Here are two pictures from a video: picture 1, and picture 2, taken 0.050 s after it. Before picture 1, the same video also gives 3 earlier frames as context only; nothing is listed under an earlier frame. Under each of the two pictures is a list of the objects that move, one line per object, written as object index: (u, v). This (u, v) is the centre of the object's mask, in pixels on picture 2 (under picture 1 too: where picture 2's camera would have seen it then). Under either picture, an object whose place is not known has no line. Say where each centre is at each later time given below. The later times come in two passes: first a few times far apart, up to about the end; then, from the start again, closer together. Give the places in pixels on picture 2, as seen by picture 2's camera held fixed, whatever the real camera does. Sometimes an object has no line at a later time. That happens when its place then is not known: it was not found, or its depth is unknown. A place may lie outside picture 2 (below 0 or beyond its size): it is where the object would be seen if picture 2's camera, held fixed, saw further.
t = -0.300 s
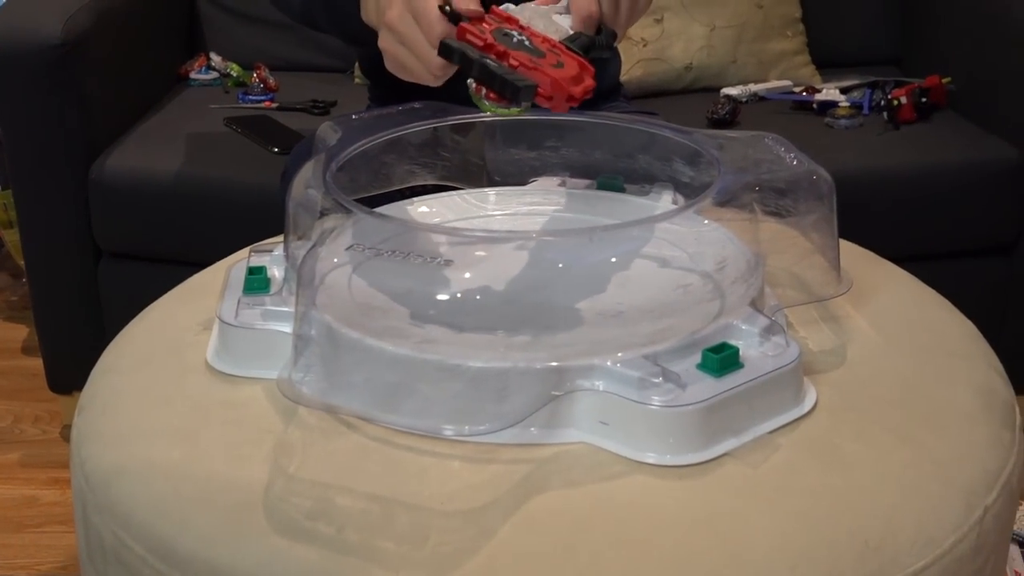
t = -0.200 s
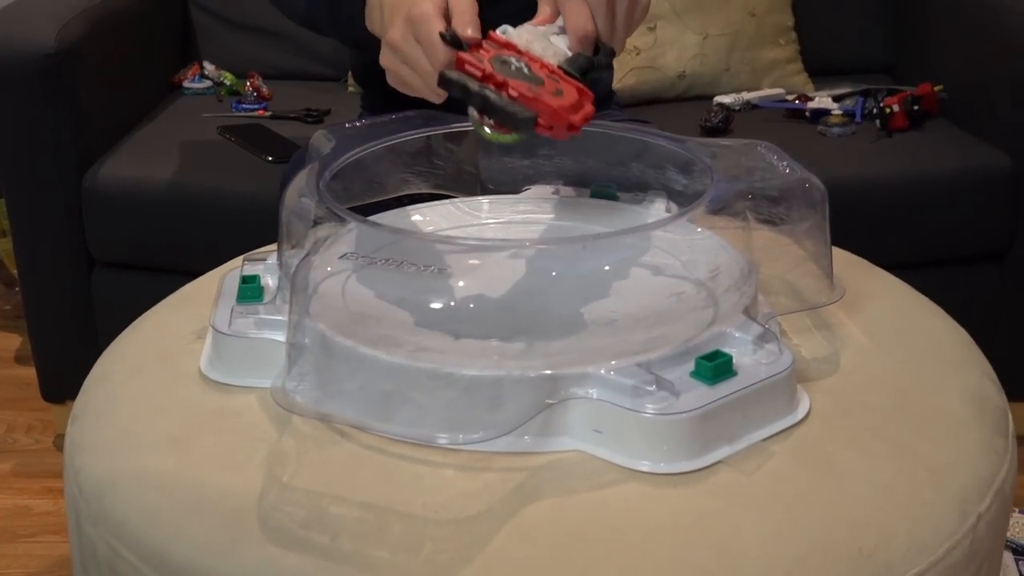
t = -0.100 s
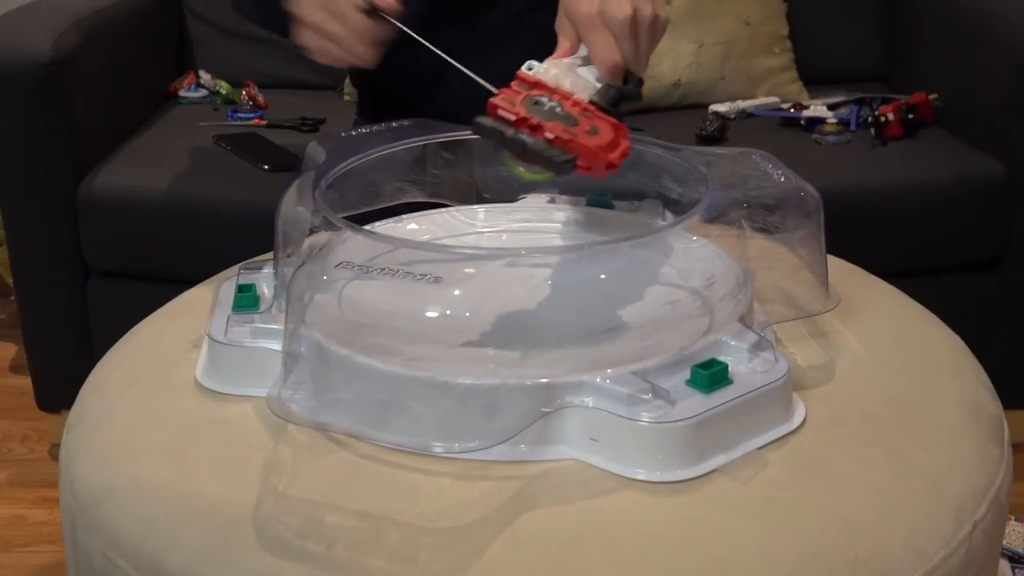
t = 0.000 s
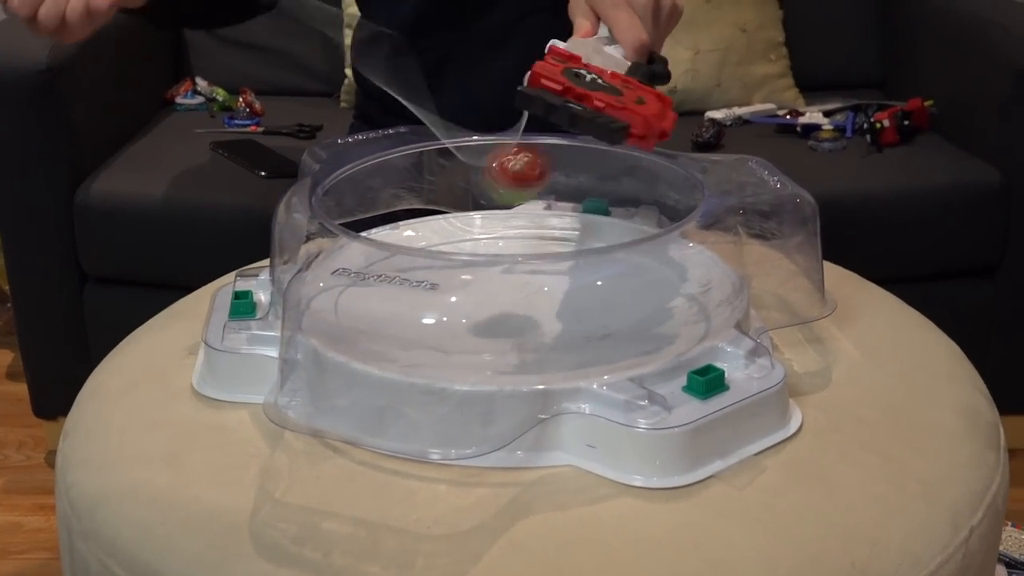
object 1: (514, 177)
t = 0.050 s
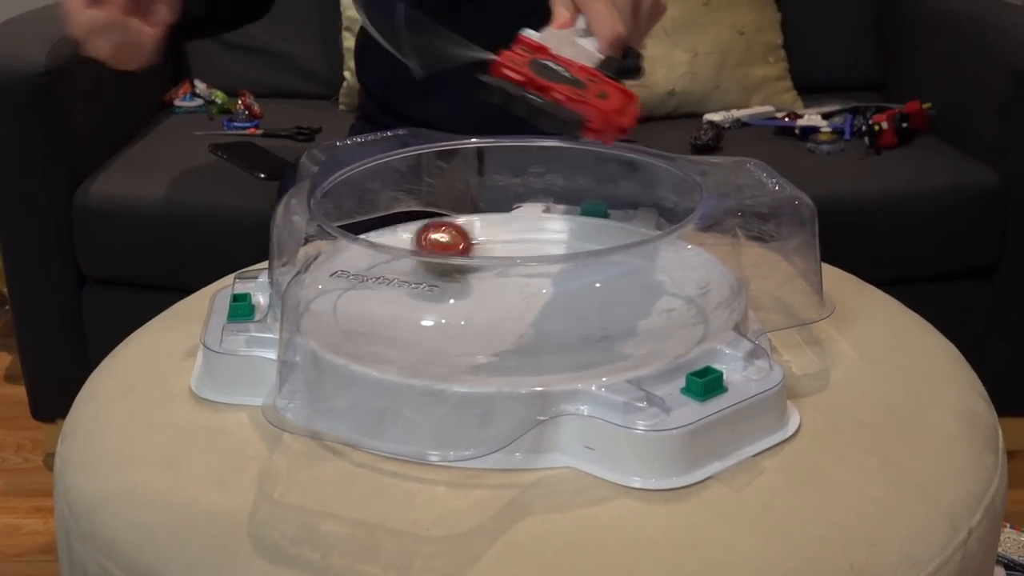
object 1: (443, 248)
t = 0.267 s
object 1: (355, 248)
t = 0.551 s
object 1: (488, 325)
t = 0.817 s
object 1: (570, 331)
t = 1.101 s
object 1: (447, 307)
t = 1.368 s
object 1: (352, 274)
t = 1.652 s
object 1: (471, 303)
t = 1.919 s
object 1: (558, 331)
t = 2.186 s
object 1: (521, 340)
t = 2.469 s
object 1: (476, 325)
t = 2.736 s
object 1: (545, 306)
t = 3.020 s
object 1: (637, 307)
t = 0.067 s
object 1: (427, 241)
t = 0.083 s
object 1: (410, 237)
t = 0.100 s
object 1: (394, 236)
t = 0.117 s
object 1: (382, 233)
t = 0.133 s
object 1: (367, 232)
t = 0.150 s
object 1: (354, 232)
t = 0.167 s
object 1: (347, 227)
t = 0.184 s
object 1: (346, 228)
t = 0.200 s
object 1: (343, 235)
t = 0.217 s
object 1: (348, 240)
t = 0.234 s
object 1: (350, 242)
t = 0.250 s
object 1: (352, 245)
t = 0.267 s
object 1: (355, 248)
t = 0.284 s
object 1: (358, 252)
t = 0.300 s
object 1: (362, 262)
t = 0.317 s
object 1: (366, 269)
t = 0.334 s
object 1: (372, 275)
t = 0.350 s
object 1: (379, 278)
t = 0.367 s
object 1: (387, 283)
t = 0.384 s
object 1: (395, 288)
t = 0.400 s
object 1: (403, 292)
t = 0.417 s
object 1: (412, 297)
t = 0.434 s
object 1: (420, 301)
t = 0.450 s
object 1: (429, 305)
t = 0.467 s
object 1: (440, 311)
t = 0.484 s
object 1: (450, 314)
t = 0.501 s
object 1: (459, 317)
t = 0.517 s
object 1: (469, 320)
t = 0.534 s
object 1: (479, 325)
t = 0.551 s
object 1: (488, 325)
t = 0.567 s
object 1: (499, 328)
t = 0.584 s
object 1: (509, 330)
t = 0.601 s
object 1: (518, 332)
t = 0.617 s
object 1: (526, 332)
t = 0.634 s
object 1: (535, 333)
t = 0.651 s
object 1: (542, 332)
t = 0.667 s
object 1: (549, 333)
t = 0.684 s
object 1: (556, 333)
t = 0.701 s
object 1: (562, 332)
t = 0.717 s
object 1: (566, 332)
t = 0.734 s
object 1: (569, 332)
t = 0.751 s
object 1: (571, 331)
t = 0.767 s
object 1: (573, 331)
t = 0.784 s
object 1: (573, 331)
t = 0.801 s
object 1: (572, 331)
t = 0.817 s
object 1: (570, 331)
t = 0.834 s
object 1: (567, 331)
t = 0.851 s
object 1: (563, 330)
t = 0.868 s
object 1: (558, 330)
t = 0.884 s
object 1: (552, 329)
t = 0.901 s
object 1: (544, 327)
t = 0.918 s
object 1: (537, 328)
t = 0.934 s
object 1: (530, 327)
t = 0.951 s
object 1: (523, 323)
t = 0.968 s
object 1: (514, 320)
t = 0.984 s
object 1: (506, 320)
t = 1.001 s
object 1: (497, 318)
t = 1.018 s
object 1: (490, 318)
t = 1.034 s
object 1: (480, 315)
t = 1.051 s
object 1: (472, 313)
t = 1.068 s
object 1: (463, 311)
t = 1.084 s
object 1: (455, 309)
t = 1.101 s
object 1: (447, 307)
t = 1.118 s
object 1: (437, 304)
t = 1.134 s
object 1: (428, 301)
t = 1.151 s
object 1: (420, 299)
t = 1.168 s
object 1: (412, 297)
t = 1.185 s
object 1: (405, 295)
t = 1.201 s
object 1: (397, 292)
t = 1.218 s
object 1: (390, 290)
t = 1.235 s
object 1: (383, 287)
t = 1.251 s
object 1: (376, 285)
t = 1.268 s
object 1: (370, 283)
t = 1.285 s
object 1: (364, 280)
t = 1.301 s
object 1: (359, 279)
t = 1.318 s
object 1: (355, 276)
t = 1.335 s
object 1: (352, 275)
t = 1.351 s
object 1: (349, 273)
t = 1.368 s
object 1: (352, 274)
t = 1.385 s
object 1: (355, 275)
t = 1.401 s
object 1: (359, 275)
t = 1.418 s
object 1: (363, 276)
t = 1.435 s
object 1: (369, 277)
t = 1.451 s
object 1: (375, 278)
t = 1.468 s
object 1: (381, 280)
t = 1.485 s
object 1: (389, 281)
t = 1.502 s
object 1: (396, 284)
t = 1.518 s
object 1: (404, 286)
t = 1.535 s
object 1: (412, 287)
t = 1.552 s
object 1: (419, 288)
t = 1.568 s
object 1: (428, 291)
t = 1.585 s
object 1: (437, 294)
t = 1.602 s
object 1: (447, 298)
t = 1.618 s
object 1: (456, 299)
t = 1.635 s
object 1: (463, 301)
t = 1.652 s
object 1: (471, 303)
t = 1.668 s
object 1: (478, 304)
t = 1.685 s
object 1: (487, 306)
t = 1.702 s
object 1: (495, 309)
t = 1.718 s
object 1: (502, 311)
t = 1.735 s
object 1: (509, 313)
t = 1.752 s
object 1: (516, 314)
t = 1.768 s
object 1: (522, 316)
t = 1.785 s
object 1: (528, 317)
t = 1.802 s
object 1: (533, 319)
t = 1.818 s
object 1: (539, 321)
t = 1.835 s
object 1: (543, 323)
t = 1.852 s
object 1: (547, 324)
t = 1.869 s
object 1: (550, 326)
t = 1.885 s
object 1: (554, 327)
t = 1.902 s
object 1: (556, 329)
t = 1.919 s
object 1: (558, 331)
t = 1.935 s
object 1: (559, 332)
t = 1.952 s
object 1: (560, 334)
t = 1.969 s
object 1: (560, 335)
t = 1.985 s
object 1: (559, 336)
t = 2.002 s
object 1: (558, 337)
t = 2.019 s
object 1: (556, 338)
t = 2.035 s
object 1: (554, 338)
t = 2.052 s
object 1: (551, 339)
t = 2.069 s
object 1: (548, 340)
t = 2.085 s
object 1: (545, 340)
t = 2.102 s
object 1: (541, 340)
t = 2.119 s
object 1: (537, 340)
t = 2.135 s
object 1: (533, 341)
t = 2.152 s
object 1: (529, 341)
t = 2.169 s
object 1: (525, 341)
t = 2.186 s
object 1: (521, 340)
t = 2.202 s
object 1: (517, 341)
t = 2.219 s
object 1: (513, 340)
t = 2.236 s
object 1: (509, 340)
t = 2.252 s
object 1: (505, 341)
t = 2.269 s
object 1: (500, 339)
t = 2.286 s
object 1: (496, 339)
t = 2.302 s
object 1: (492, 338)
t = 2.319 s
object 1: (488, 337)
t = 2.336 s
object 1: (484, 336)
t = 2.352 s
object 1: (482, 334)
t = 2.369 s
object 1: (480, 333)
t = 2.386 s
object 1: (478, 332)
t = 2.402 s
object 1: (477, 331)
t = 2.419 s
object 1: (476, 330)
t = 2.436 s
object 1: (476, 328)
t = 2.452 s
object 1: (476, 327)
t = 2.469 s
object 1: (476, 325)
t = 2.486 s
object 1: (477, 324)
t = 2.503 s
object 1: (478, 323)
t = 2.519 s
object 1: (480, 321)
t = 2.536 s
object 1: (483, 319)
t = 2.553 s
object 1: (486, 318)
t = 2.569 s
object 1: (489, 317)
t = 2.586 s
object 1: (494, 316)
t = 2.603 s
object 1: (497, 314)
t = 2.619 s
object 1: (502, 313)
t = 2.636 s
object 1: (508, 312)
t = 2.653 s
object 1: (514, 311)
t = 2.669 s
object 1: (520, 310)
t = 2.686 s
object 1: (526, 308)
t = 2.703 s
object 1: (532, 308)
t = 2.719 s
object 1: (539, 306)
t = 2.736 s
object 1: (545, 306)
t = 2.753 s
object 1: (553, 306)
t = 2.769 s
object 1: (560, 305)
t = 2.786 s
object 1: (567, 305)
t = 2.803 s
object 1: (573, 304)
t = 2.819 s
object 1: (580, 305)
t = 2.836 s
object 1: (587, 303)
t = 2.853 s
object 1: (593, 302)
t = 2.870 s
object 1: (599, 303)
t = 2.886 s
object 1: (605, 303)
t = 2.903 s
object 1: (611, 302)
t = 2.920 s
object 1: (616, 303)
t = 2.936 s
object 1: (621, 304)
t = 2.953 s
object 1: (625, 304)
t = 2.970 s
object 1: (629, 305)
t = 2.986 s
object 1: (632, 305)
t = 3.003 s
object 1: (635, 306)
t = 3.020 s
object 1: (637, 307)
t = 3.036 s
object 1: (639, 309)
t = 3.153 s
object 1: (632, 320)
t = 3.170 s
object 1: (629, 322)
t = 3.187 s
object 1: (624, 324)
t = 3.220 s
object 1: (614, 327)
